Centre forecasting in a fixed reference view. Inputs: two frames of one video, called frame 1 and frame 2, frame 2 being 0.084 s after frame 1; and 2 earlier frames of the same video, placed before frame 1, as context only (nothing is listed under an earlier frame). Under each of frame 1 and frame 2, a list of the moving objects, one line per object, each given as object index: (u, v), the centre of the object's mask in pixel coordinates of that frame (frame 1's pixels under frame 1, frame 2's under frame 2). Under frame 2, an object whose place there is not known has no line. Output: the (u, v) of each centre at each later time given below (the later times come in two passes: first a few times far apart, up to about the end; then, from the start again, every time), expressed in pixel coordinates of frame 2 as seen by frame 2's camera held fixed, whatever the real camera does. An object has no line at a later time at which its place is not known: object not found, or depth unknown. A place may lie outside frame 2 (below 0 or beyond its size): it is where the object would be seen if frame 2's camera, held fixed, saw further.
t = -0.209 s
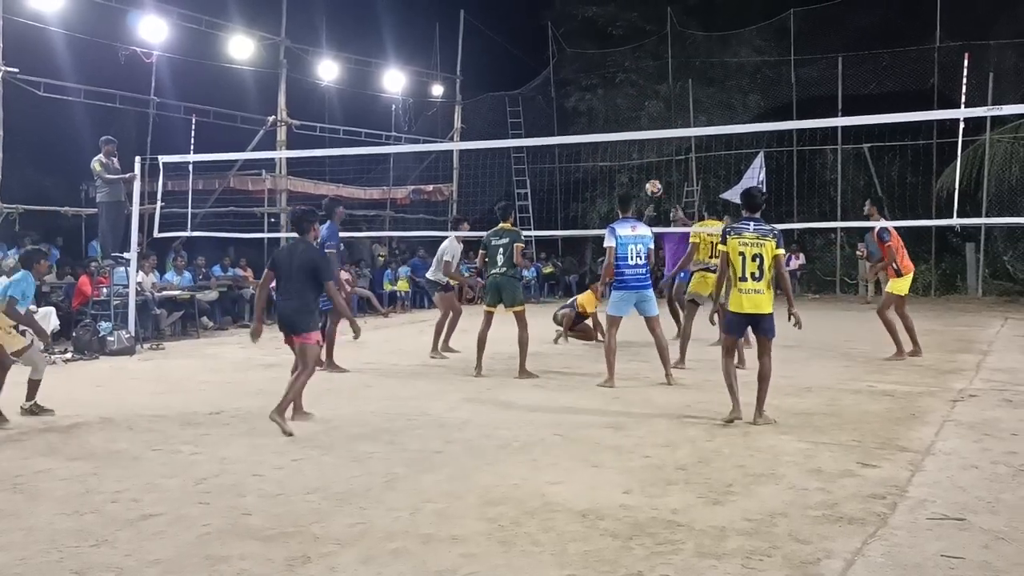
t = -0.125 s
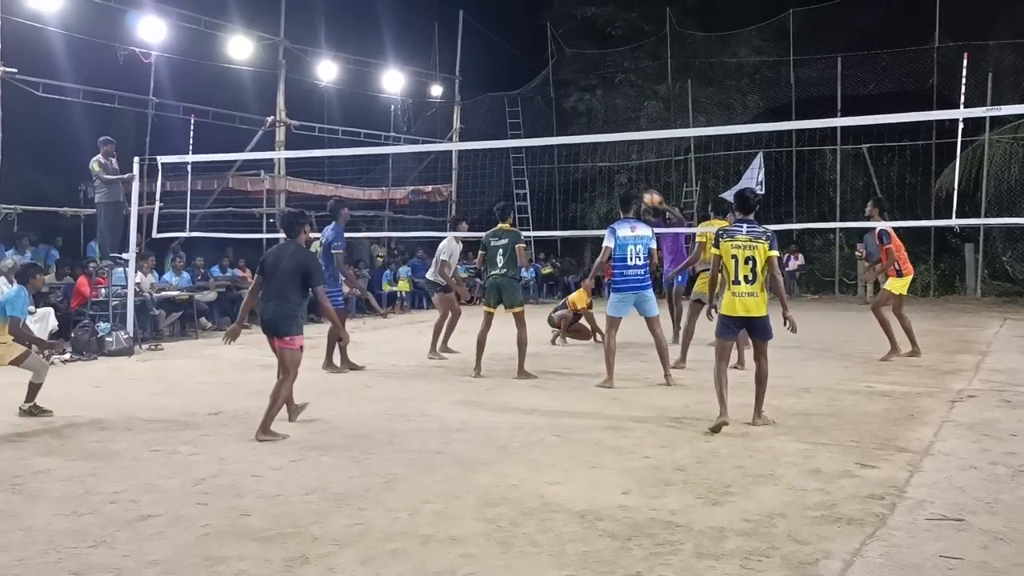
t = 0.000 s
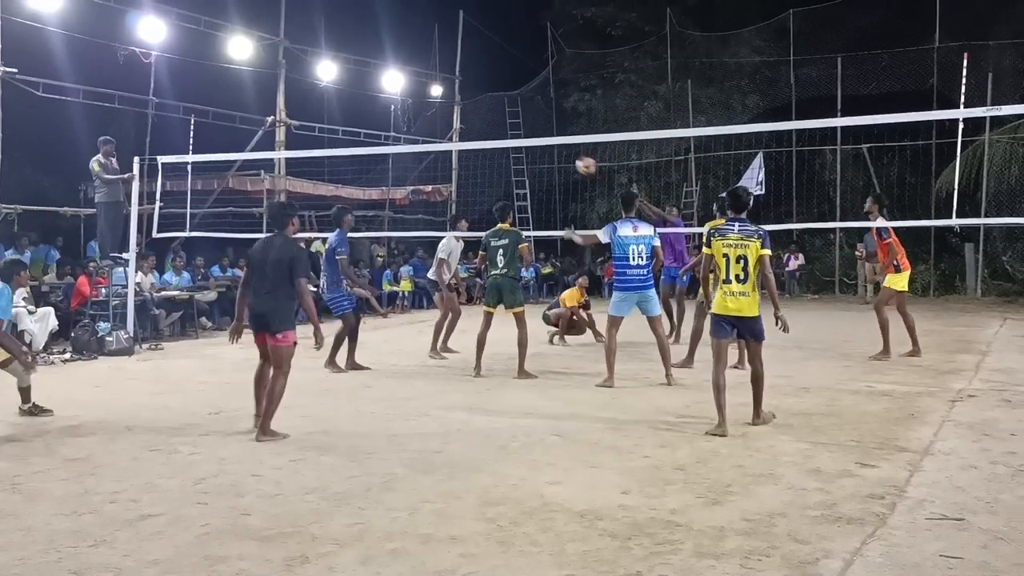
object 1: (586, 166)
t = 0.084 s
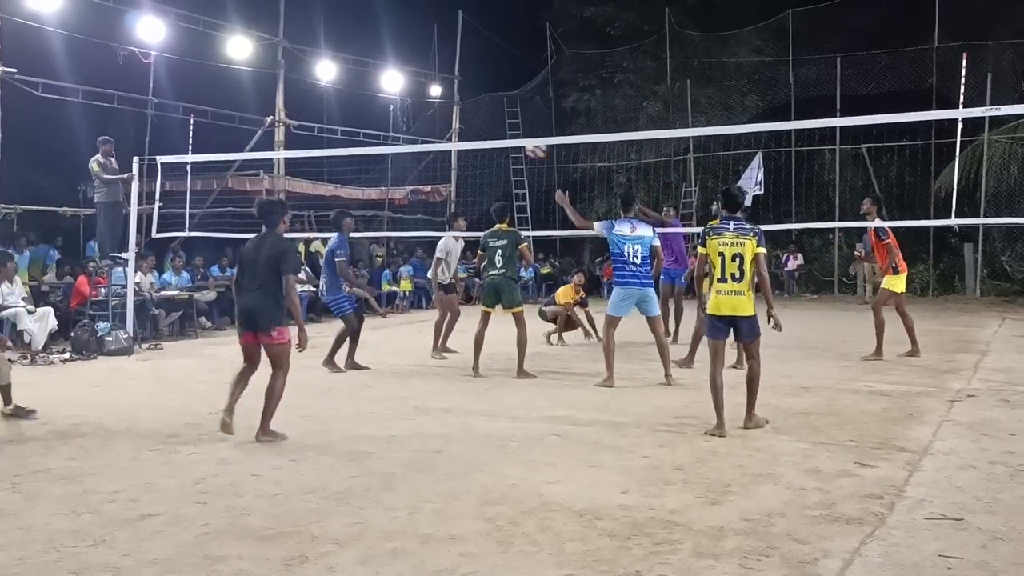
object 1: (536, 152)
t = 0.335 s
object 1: (393, 119)
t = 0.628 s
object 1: (223, 142)
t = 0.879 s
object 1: (55, 247)
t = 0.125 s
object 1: (510, 143)
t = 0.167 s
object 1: (483, 135)
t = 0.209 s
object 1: (457, 134)
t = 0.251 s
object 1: (436, 128)
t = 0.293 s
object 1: (415, 124)
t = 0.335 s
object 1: (393, 119)
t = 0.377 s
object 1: (370, 117)
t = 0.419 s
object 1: (347, 117)
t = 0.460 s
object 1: (324, 117)
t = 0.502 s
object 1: (299, 121)
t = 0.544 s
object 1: (275, 127)
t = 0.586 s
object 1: (249, 133)
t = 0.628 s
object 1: (223, 142)
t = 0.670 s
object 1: (197, 153)
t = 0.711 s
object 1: (169, 168)
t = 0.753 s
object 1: (141, 183)
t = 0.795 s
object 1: (112, 202)
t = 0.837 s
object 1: (84, 224)
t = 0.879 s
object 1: (55, 247)
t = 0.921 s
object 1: (23, 272)
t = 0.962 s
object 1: (-10, 306)
